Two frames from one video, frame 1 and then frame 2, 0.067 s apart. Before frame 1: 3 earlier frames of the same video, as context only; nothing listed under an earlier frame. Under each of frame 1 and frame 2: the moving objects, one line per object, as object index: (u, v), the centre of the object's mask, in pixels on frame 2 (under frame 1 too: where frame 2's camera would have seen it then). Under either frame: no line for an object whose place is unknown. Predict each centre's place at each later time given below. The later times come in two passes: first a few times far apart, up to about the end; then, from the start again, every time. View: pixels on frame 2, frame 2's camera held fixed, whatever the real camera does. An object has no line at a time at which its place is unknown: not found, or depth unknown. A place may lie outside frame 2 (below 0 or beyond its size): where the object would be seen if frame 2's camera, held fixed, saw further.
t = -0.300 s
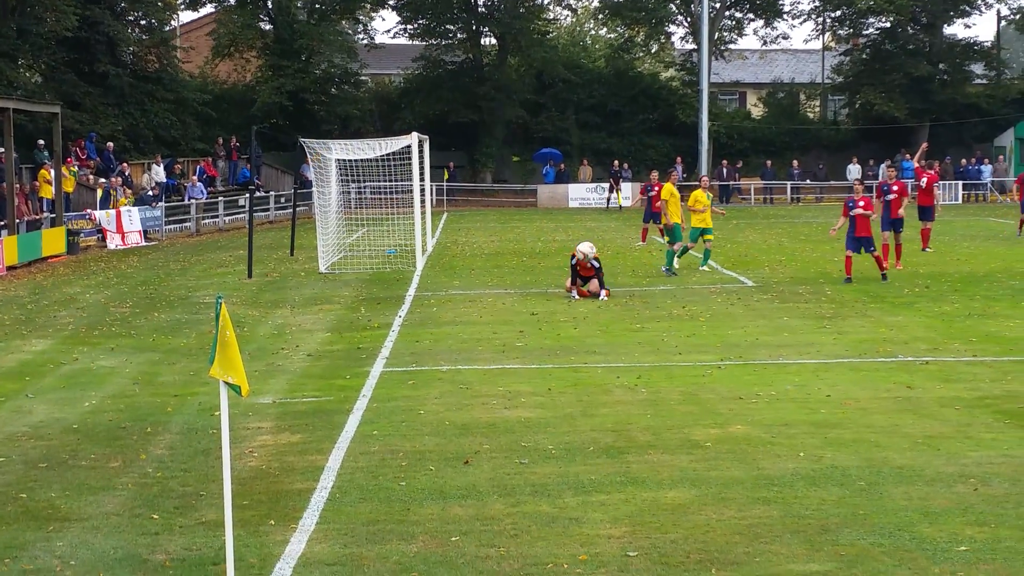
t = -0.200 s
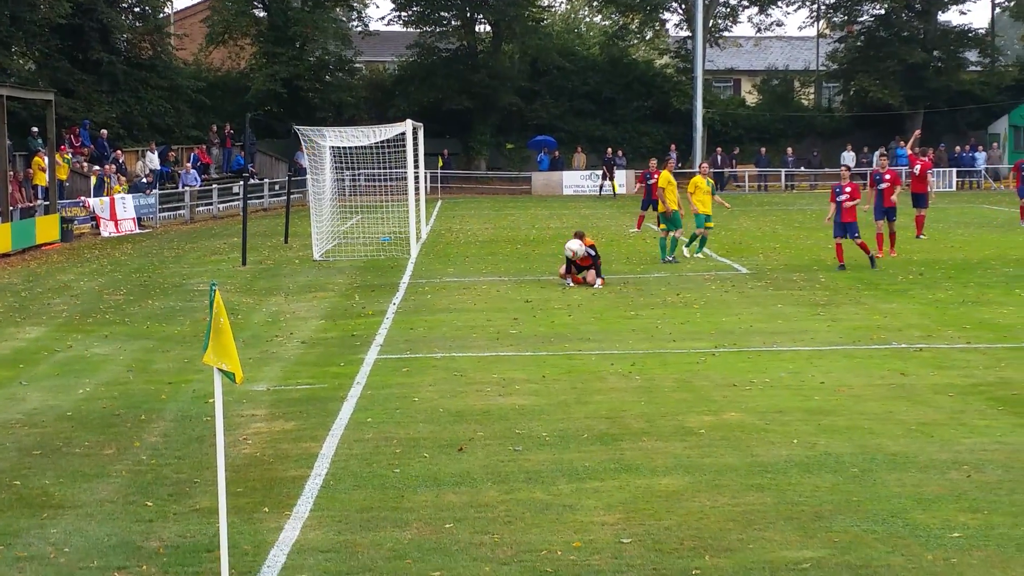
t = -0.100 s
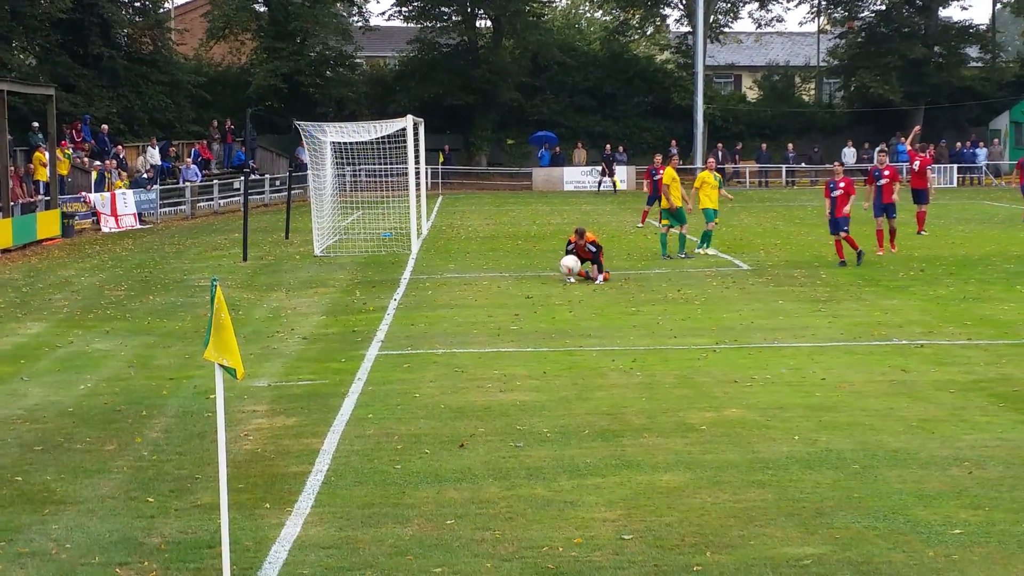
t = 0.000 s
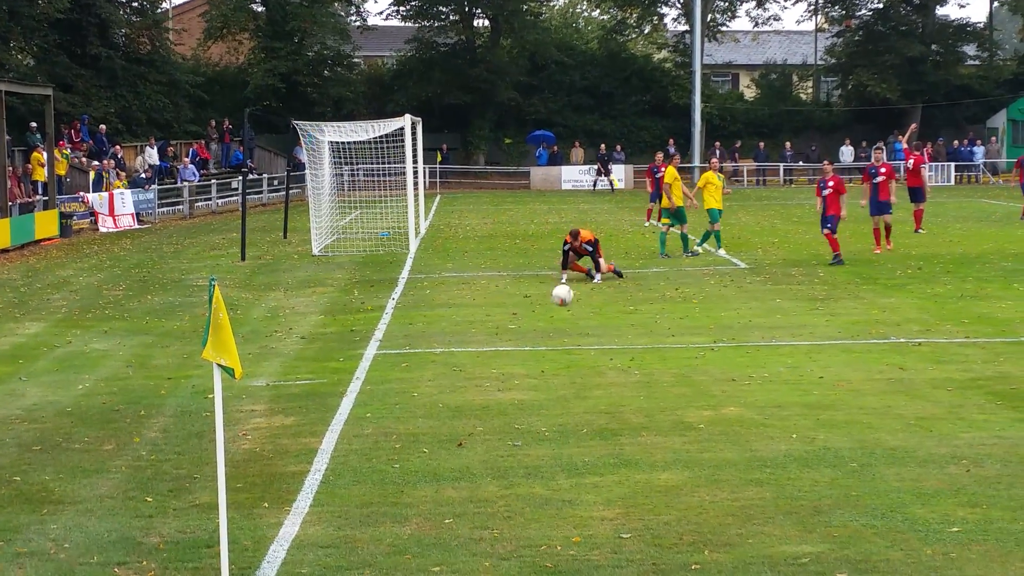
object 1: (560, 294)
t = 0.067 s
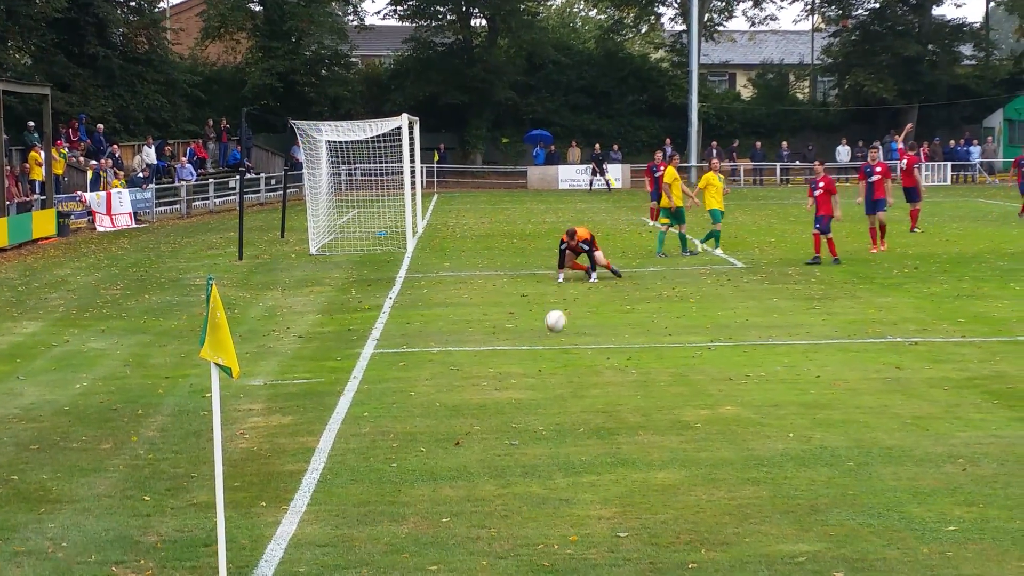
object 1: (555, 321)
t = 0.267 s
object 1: (545, 337)
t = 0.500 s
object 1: (532, 349)
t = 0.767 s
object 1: (514, 375)
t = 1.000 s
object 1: (492, 403)
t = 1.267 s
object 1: (467, 422)
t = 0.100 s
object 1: (554, 337)
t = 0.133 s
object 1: (552, 353)
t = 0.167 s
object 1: (550, 350)
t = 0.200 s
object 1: (549, 344)
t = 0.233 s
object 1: (547, 340)
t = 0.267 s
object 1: (545, 337)
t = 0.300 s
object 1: (543, 335)
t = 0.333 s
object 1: (541, 335)
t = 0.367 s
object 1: (539, 335)
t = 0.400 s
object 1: (537, 337)
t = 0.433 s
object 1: (535, 340)
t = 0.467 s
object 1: (534, 344)
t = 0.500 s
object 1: (532, 349)
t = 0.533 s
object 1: (529, 356)
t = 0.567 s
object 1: (527, 365)
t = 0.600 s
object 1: (525, 374)
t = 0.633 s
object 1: (523, 385)
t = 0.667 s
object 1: (521, 385)
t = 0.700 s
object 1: (519, 380)
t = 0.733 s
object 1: (517, 377)
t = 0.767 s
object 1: (514, 375)
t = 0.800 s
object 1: (511, 375)
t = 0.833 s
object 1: (509, 376)
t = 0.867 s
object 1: (505, 378)
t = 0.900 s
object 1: (502, 382)
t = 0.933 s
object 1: (498, 388)
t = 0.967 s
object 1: (495, 395)
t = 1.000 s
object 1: (492, 403)
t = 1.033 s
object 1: (488, 414)
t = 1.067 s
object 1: (485, 418)
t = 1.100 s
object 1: (482, 415)
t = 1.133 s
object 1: (480, 413)
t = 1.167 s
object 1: (476, 412)
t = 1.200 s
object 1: (474, 414)
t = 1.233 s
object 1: (471, 418)
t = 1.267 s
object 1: (467, 422)
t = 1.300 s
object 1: (464, 428)
